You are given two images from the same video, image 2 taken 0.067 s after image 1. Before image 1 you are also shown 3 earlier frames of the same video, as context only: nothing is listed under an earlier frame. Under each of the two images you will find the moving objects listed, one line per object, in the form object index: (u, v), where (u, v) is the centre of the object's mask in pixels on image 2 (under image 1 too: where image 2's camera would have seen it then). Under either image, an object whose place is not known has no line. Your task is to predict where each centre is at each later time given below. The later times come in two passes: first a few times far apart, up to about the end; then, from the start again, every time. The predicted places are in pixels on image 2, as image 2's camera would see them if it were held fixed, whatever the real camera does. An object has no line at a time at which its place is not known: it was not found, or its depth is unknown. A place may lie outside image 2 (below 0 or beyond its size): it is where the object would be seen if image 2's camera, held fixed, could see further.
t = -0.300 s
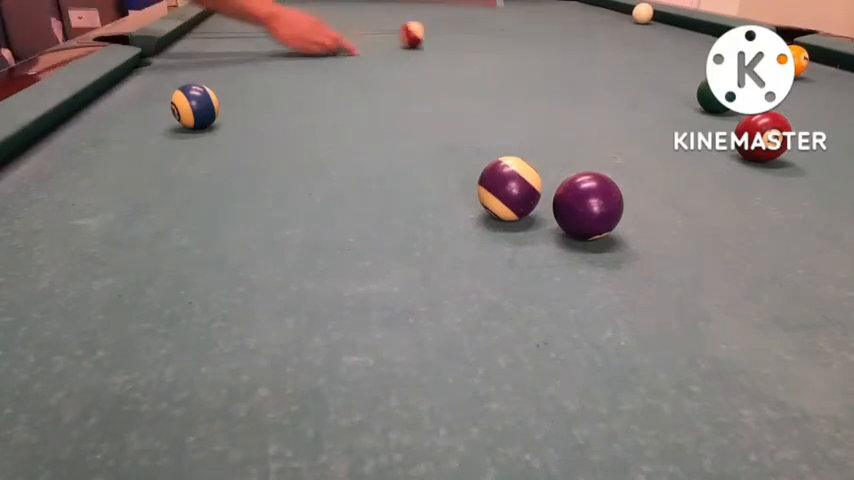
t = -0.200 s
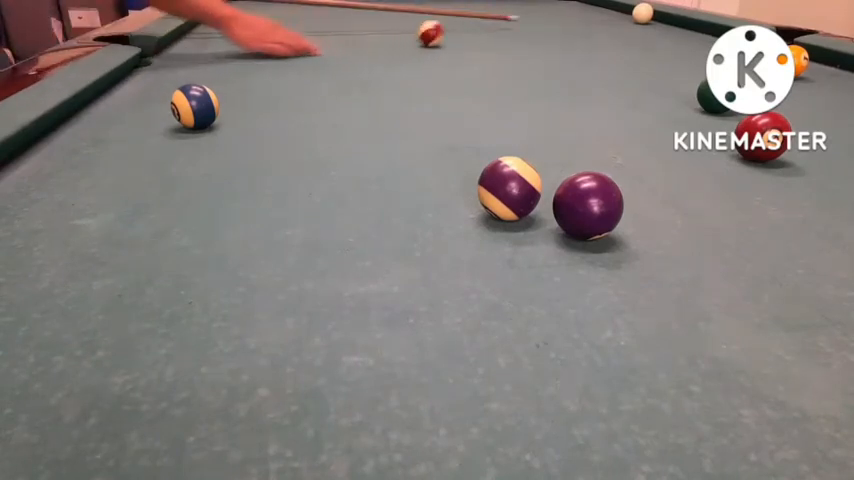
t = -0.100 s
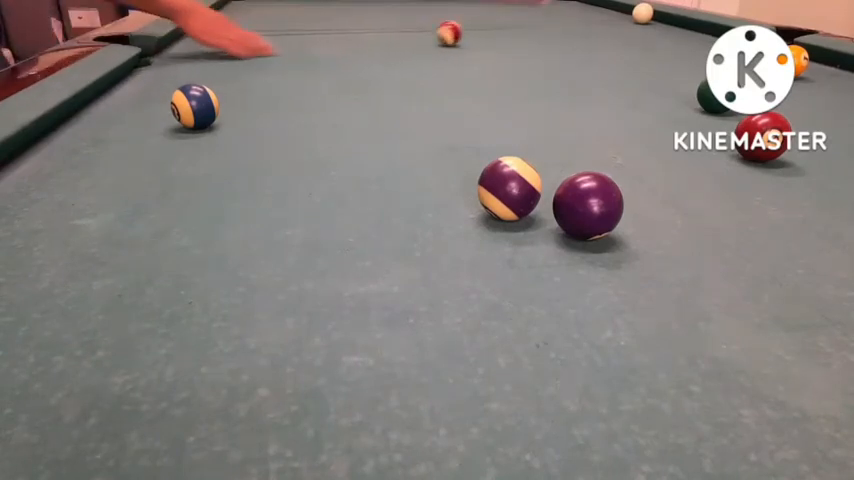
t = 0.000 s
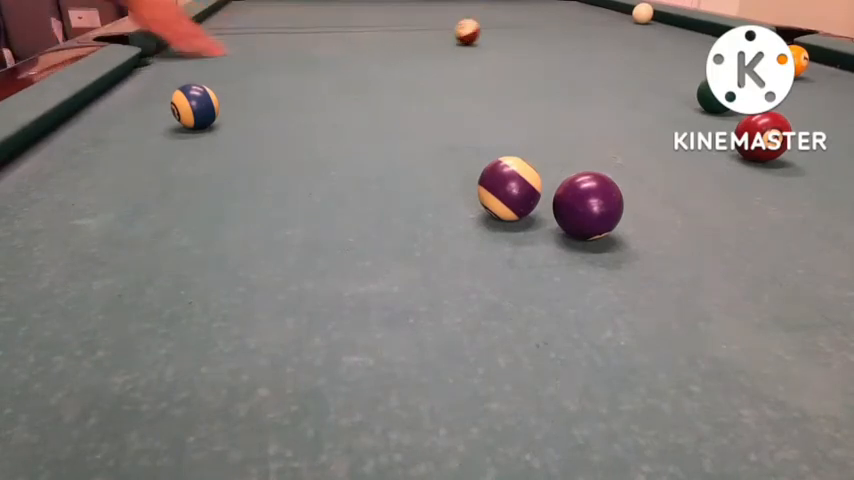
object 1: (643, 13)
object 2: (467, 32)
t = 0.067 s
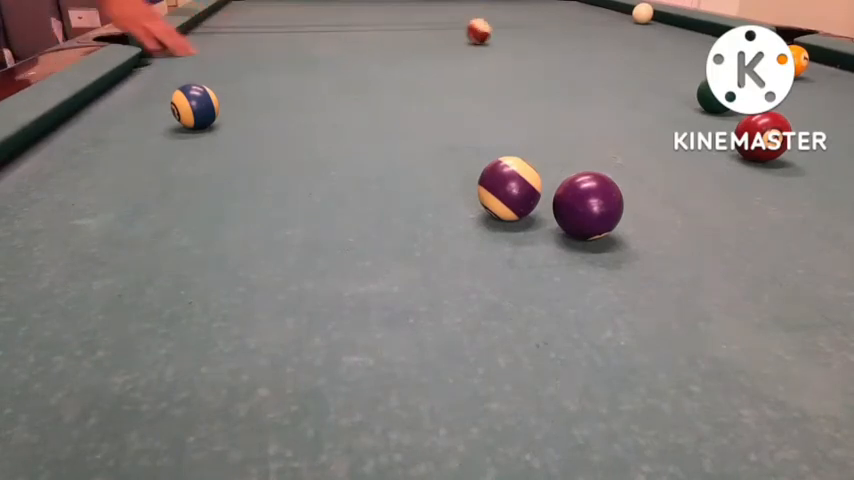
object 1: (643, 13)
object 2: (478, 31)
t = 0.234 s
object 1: (642, 13)
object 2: (506, 30)
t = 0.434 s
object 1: (623, 14)
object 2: (536, 28)
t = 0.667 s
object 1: (588, 16)
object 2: (569, 27)
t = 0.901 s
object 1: (551, 18)
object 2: (599, 25)
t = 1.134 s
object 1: (515, 20)
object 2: (628, 23)
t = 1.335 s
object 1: (485, 21)
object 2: (645, 23)
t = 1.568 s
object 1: (450, 23)
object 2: (662, 23)
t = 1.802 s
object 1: (415, 24)
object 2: (670, 24)
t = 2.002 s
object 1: (385, 25)
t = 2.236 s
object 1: (351, 27)
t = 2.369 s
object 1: (332, 27)
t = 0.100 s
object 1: (643, 13)
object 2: (484, 31)
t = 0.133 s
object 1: (643, 13)
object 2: (489, 31)
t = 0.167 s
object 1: (643, 13)
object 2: (494, 30)
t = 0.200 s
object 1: (642, 13)
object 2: (500, 31)
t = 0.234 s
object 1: (642, 13)
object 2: (506, 30)
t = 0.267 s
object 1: (642, 13)
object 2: (511, 30)
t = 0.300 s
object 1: (642, 13)
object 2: (516, 30)
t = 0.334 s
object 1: (637, 14)
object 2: (521, 30)
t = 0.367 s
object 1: (633, 13)
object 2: (526, 29)
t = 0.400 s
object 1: (628, 14)
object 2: (531, 28)
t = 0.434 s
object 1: (623, 14)
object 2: (536, 28)
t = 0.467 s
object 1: (617, 14)
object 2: (541, 28)
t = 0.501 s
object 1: (612, 15)
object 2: (546, 28)
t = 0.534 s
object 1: (607, 15)
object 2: (551, 28)
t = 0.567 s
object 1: (602, 15)
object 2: (555, 28)
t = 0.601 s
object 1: (597, 16)
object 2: (559, 27)
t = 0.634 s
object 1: (592, 16)
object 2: (564, 27)
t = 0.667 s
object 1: (588, 16)
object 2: (569, 27)
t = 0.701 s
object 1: (583, 14)
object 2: (573, 27)
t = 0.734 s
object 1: (577, 13)
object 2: (578, 26)
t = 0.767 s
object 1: (570, 15)
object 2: (582, 26)
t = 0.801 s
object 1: (567, 17)
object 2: (586, 26)
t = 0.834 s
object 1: (561, 17)
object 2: (591, 25)
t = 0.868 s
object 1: (555, 18)
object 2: (595, 25)
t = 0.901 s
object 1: (551, 18)
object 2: (599, 25)
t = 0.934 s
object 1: (546, 18)
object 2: (604, 25)
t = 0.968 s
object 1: (541, 19)
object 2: (608, 24)
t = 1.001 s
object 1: (536, 19)
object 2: (612, 24)
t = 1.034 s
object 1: (531, 19)
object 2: (615, 24)
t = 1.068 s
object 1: (526, 19)
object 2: (619, 24)
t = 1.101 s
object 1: (520, 20)
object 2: (624, 24)
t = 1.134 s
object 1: (515, 20)
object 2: (628, 23)
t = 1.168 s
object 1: (510, 20)
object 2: (632, 23)
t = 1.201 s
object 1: (505, 20)
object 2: (635, 23)
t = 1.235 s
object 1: (500, 21)
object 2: (638, 23)
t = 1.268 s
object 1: (495, 21)
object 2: (641, 22)
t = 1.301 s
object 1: (490, 21)
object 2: (643, 23)
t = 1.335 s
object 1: (485, 21)
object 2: (645, 23)
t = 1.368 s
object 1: (480, 21)
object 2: (648, 23)
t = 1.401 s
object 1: (475, 22)
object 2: (650, 23)
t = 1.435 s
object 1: (470, 22)
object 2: (652, 23)
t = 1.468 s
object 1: (465, 22)
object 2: (654, 23)
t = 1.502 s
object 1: (460, 22)
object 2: (657, 23)
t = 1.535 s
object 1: (455, 22)
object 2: (659, 23)
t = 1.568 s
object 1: (450, 23)
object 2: (662, 23)
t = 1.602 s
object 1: (445, 23)
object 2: (664, 24)
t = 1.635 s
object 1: (440, 23)
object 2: (666, 24)
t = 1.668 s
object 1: (435, 23)
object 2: (668, 23)
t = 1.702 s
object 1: (430, 24)
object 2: (668, 24)
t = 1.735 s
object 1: (425, 24)
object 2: (669, 24)
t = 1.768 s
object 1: (420, 24)
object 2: (669, 24)
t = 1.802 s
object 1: (415, 24)
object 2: (670, 24)
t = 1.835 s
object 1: (410, 24)
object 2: (670, 24)
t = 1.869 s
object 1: (405, 25)
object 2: (671, 24)
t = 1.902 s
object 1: (400, 25)
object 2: (671, 24)
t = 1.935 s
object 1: (395, 25)
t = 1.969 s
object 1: (390, 25)
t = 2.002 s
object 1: (385, 25)
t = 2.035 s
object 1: (380, 25)
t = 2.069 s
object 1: (376, 26)
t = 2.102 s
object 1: (371, 26)
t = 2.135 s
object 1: (366, 26)
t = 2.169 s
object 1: (361, 26)
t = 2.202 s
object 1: (356, 27)
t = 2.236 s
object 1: (351, 27)
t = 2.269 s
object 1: (347, 27)
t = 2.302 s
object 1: (342, 27)
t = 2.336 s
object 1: (337, 27)
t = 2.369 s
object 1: (332, 27)
